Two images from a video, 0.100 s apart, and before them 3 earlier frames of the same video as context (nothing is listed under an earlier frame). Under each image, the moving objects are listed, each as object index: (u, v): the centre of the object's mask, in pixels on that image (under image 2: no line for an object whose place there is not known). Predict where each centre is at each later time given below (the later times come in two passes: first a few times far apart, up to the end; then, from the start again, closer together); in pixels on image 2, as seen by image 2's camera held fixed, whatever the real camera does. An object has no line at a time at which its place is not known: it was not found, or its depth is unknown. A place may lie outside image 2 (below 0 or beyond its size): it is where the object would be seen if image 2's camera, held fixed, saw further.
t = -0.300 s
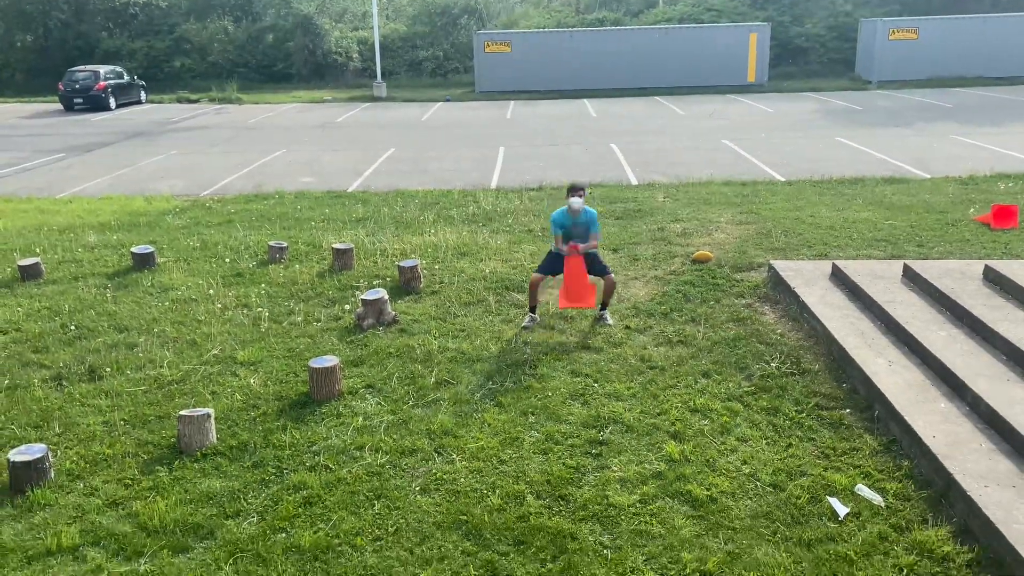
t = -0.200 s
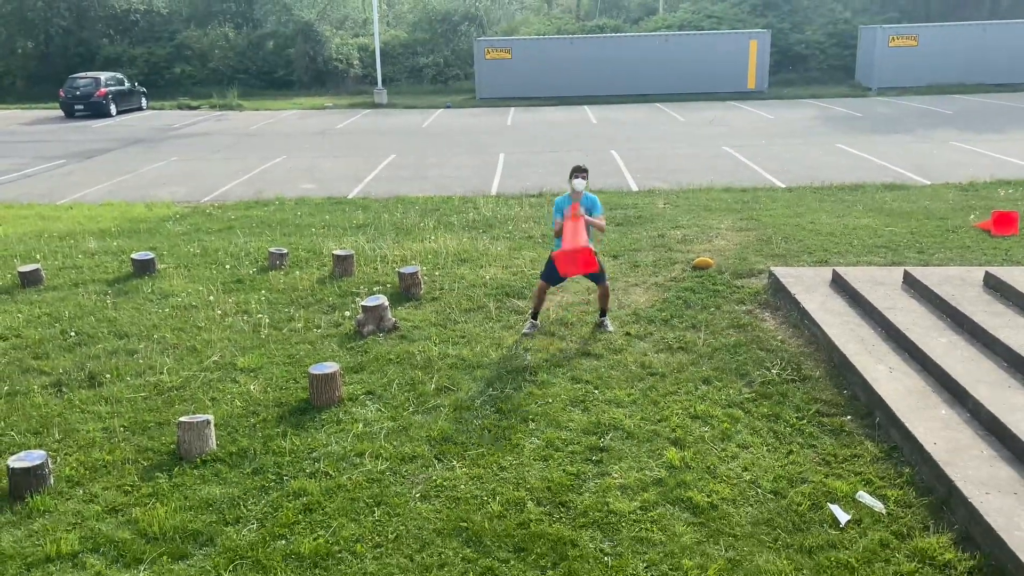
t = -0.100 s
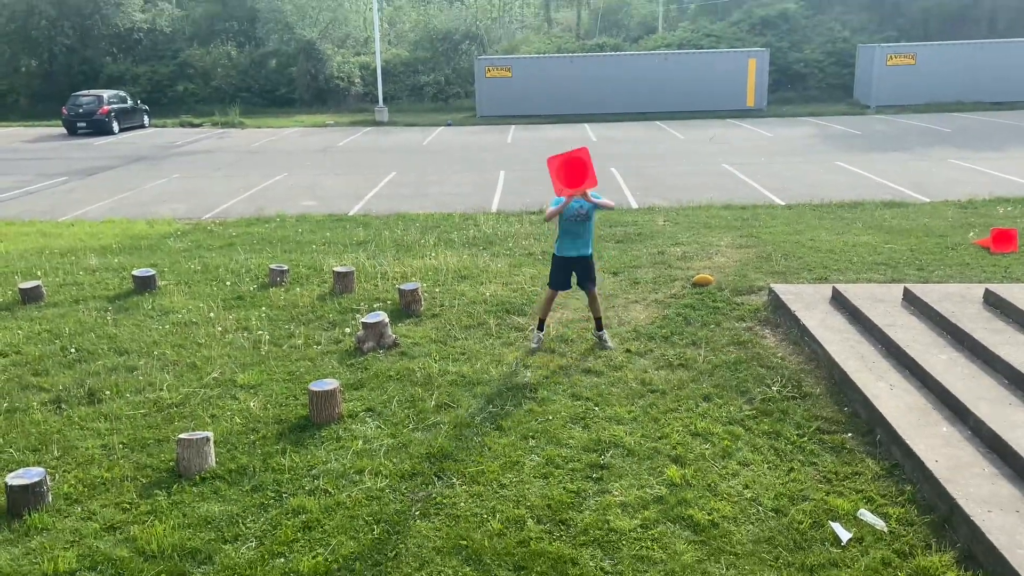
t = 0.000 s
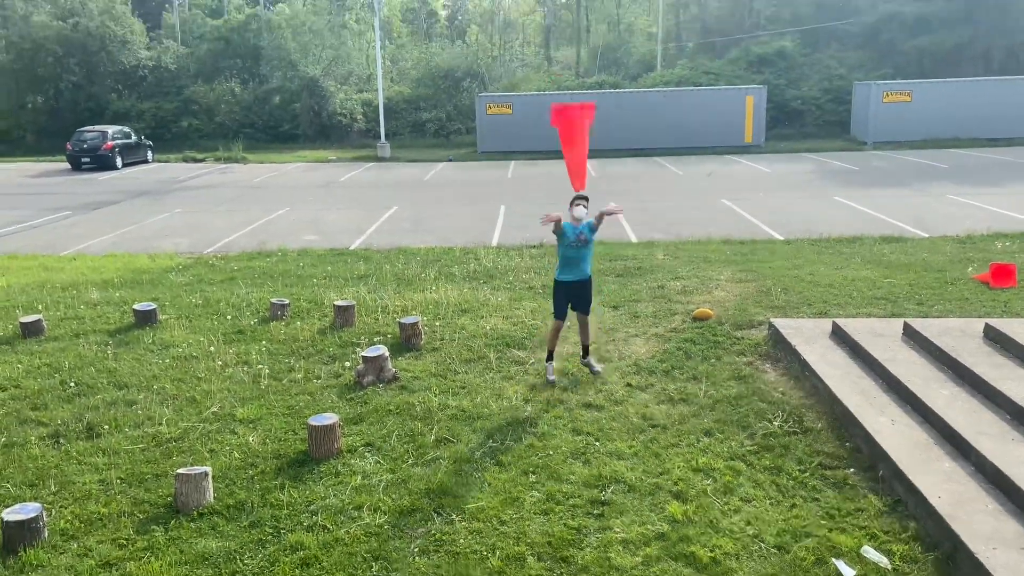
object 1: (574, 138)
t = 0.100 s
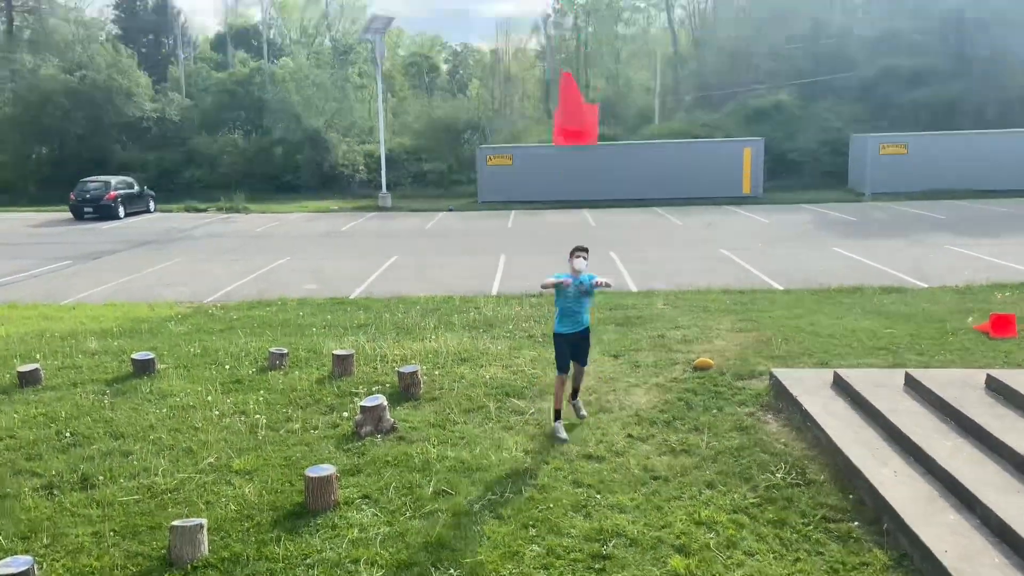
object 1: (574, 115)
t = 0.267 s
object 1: (574, 15)
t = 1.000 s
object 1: (585, 42)
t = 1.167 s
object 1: (589, 171)
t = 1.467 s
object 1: (596, 449)
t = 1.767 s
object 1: (598, 533)
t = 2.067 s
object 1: (592, 546)
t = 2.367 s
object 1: (606, 553)
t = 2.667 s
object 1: (601, 551)
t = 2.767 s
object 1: (602, 553)
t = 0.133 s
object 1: (573, 86)
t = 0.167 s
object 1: (572, 60)
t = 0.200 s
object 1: (574, 52)
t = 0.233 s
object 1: (575, 42)
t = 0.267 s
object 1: (574, 15)
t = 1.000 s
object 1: (585, 42)
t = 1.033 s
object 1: (584, 53)
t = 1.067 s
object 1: (584, 71)
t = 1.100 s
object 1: (586, 105)
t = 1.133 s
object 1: (588, 140)
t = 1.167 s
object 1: (589, 171)
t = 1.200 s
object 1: (588, 191)
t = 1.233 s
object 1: (587, 213)
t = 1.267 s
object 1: (589, 246)
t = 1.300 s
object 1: (591, 284)
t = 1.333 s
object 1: (594, 325)
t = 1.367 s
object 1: (594, 359)
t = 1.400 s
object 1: (594, 388)
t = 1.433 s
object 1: (595, 417)
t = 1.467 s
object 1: (596, 449)
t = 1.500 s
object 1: (599, 488)
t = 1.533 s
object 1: (601, 535)
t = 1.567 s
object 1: (606, 551)
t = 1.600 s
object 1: (609, 550)
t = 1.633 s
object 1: (607, 547)
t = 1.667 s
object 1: (605, 543)
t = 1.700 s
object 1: (602, 539)
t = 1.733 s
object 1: (600, 536)
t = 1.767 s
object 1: (598, 533)
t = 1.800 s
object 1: (596, 533)
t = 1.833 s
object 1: (594, 533)
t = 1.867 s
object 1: (592, 534)
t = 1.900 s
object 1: (590, 537)
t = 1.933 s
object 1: (588, 542)
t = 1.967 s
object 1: (587, 547)
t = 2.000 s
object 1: (589, 547)
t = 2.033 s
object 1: (590, 546)
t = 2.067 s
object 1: (592, 546)
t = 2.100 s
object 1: (594, 547)
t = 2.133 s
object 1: (597, 549)
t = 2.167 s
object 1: (600, 550)
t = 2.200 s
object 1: (603, 551)
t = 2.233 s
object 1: (604, 552)
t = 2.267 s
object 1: (605, 552)
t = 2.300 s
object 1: (606, 553)
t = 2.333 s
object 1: (606, 553)
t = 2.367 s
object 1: (606, 553)
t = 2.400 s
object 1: (606, 553)
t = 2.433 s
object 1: (605, 554)
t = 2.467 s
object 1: (604, 554)
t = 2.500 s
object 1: (603, 554)
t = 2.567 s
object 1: (601, 551)
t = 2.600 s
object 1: (601, 551)
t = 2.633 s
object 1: (601, 551)
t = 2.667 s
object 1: (601, 551)
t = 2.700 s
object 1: (602, 551)
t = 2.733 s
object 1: (602, 553)
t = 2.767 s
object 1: (602, 553)
